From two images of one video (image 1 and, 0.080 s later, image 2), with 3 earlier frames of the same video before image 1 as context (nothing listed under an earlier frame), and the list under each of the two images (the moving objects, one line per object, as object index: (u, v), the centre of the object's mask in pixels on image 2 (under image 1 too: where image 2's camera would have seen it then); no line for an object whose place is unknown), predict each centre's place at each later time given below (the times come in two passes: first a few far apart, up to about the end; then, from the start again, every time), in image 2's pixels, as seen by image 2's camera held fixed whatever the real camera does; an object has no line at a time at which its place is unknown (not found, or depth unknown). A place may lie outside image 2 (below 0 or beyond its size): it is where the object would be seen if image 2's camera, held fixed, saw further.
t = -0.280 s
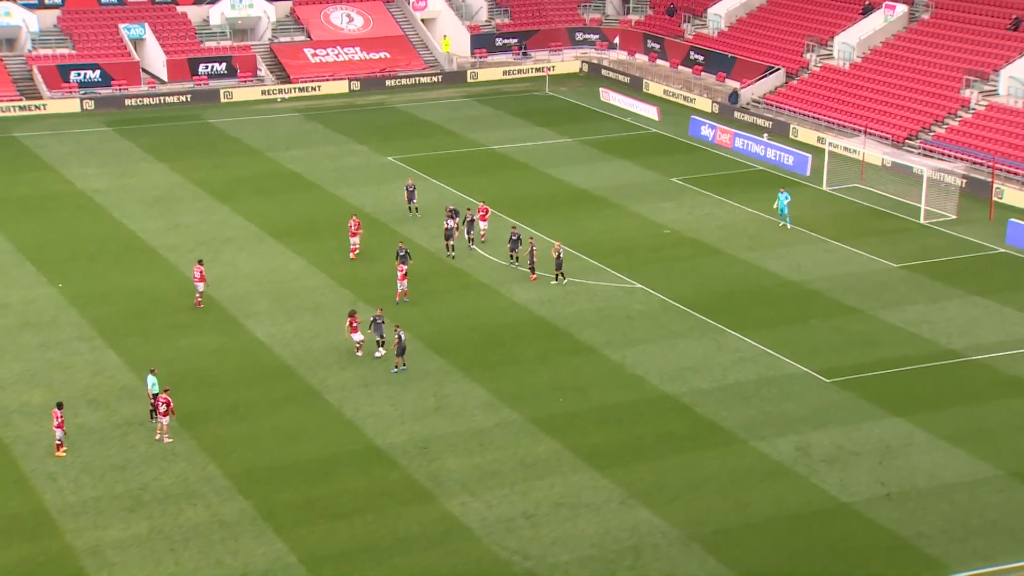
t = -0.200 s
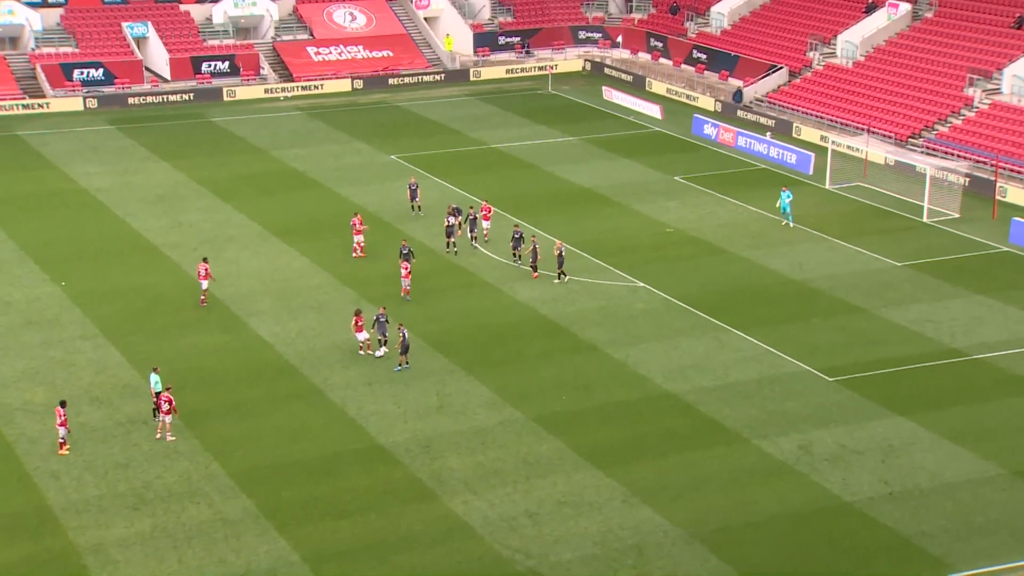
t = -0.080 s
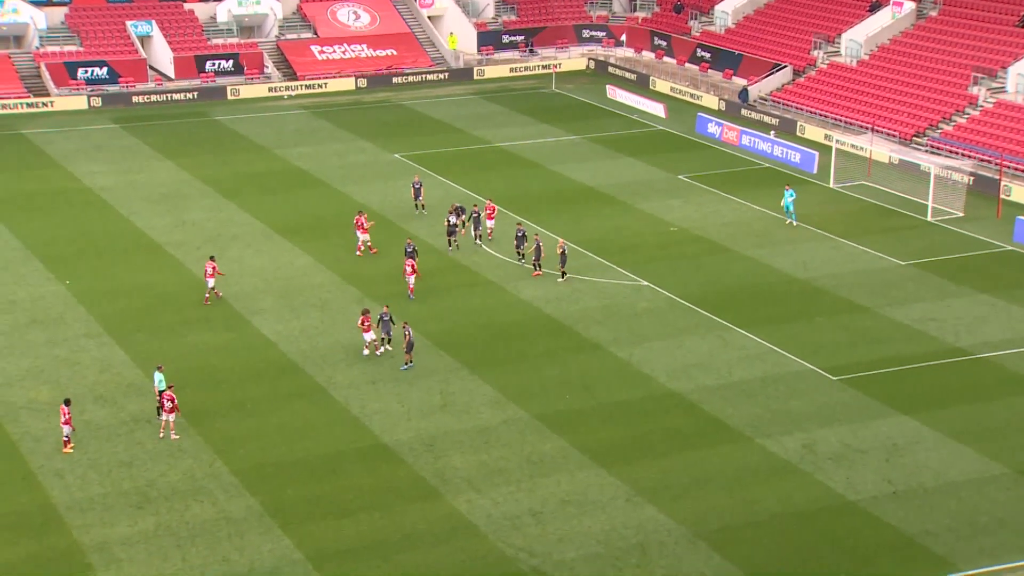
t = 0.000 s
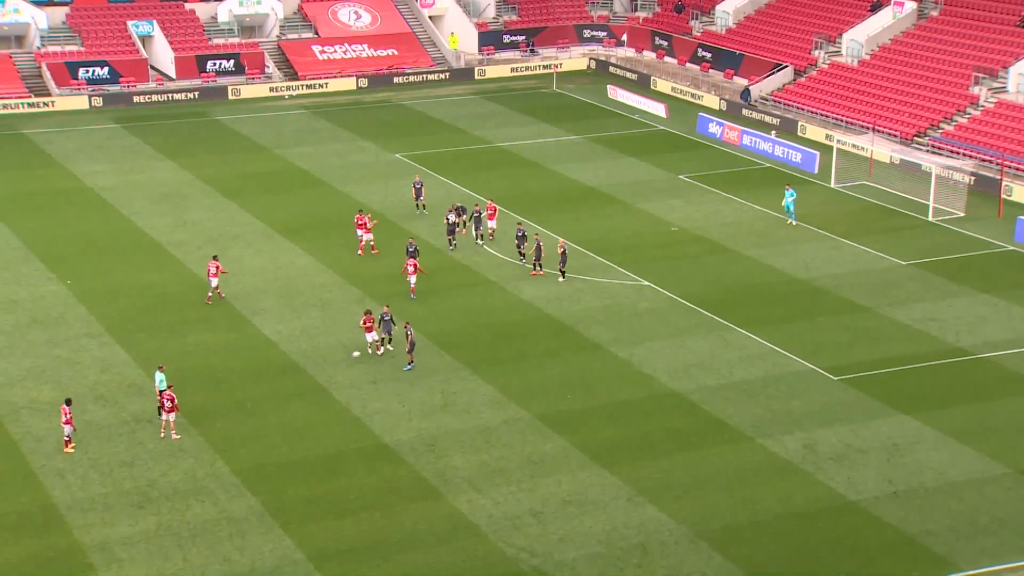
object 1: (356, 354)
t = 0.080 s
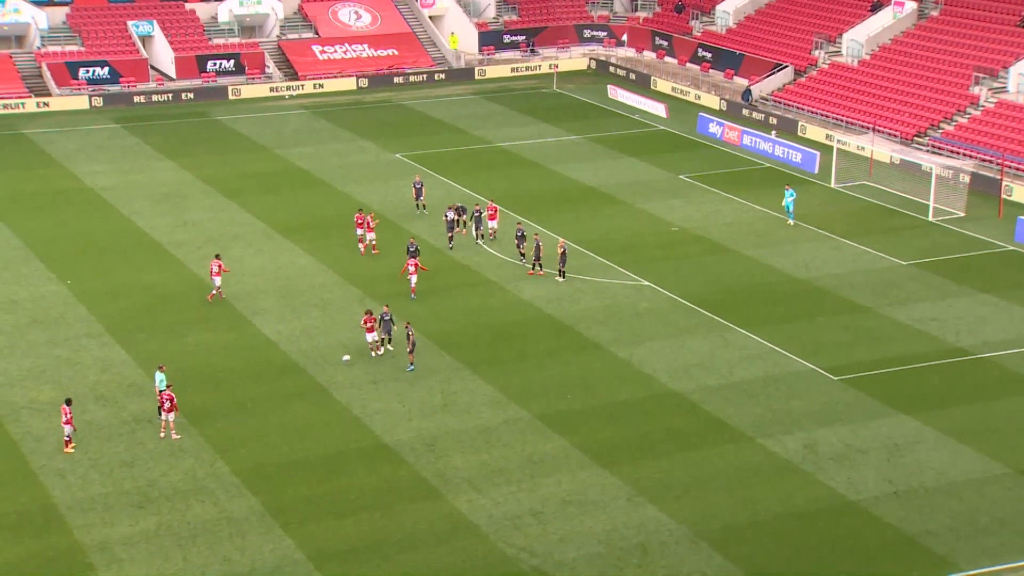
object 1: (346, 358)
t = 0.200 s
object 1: (331, 366)
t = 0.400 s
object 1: (312, 368)
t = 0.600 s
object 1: (295, 374)
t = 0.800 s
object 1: (279, 378)
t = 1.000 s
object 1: (265, 383)
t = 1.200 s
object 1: (251, 386)
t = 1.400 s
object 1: (238, 390)
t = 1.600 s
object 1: (226, 394)
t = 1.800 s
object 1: (214, 397)
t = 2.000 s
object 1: (203, 400)
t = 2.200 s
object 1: (193, 403)
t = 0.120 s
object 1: (341, 361)
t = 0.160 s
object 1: (336, 364)
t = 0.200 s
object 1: (331, 366)
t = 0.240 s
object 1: (327, 366)
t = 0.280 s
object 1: (324, 366)
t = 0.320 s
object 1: (320, 366)
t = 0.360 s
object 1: (316, 367)
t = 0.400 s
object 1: (312, 368)
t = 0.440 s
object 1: (308, 370)
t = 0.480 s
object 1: (305, 372)
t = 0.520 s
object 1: (302, 372)
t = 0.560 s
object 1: (298, 373)
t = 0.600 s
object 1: (295, 374)
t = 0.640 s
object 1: (292, 375)
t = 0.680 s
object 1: (289, 376)
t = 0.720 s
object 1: (286, 377)
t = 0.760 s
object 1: (283, 378)
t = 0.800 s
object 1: (279, 378)
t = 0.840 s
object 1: (276, 379)
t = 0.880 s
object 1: (274, 380)
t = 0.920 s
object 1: (271, 380)
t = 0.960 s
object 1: (268, 381)
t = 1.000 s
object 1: (265, 383)
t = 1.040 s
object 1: (262, 383)
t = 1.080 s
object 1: (259, 384)
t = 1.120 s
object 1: (256, 385)
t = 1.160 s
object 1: (254, 386)
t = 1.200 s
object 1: (251, 386)
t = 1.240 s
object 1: (248, 387)
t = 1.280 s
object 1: (246, 388)
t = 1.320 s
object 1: (243, 389)
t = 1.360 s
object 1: (240, 389)
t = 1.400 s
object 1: (238, 390)
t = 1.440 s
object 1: (235, 391)
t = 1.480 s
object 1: (233, 392)
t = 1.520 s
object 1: (230, 392)
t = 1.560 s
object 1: (228, 393)
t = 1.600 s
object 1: (226, 394)
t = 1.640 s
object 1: (223, 394)
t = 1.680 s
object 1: (221, 395)
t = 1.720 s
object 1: (218, 395)
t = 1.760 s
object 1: (216, 396)
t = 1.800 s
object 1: (214, 397)
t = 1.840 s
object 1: (212, 397)
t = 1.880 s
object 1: (209, 398)
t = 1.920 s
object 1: (207, 399)
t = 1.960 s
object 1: (205, 400)
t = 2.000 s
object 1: (203, 400)
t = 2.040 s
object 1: (201, 401)
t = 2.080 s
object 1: (199, 402)
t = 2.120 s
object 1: (197, 402)
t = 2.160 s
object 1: (195, 403)
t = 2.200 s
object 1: (193, 403)
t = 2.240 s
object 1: (191, 404)
